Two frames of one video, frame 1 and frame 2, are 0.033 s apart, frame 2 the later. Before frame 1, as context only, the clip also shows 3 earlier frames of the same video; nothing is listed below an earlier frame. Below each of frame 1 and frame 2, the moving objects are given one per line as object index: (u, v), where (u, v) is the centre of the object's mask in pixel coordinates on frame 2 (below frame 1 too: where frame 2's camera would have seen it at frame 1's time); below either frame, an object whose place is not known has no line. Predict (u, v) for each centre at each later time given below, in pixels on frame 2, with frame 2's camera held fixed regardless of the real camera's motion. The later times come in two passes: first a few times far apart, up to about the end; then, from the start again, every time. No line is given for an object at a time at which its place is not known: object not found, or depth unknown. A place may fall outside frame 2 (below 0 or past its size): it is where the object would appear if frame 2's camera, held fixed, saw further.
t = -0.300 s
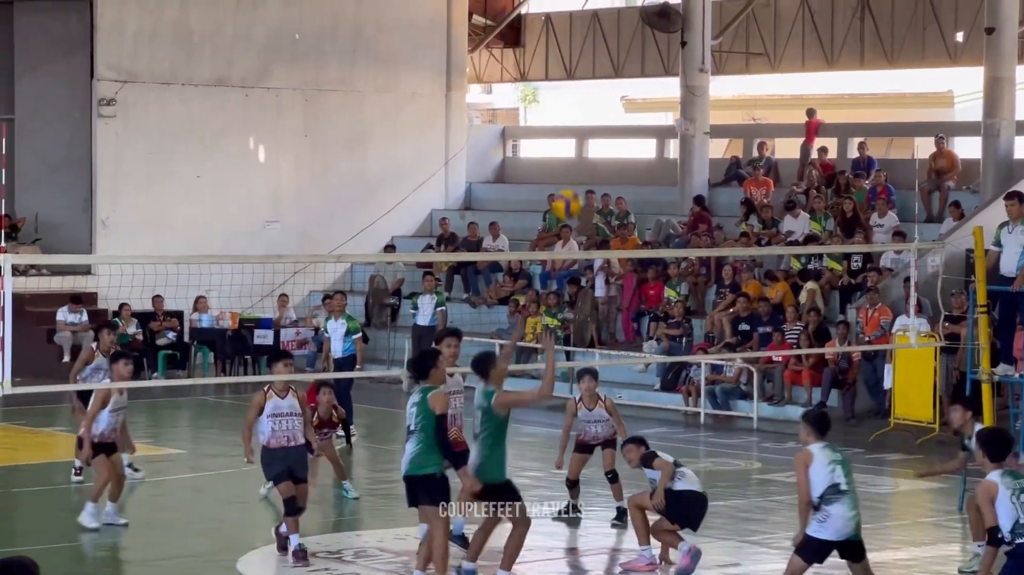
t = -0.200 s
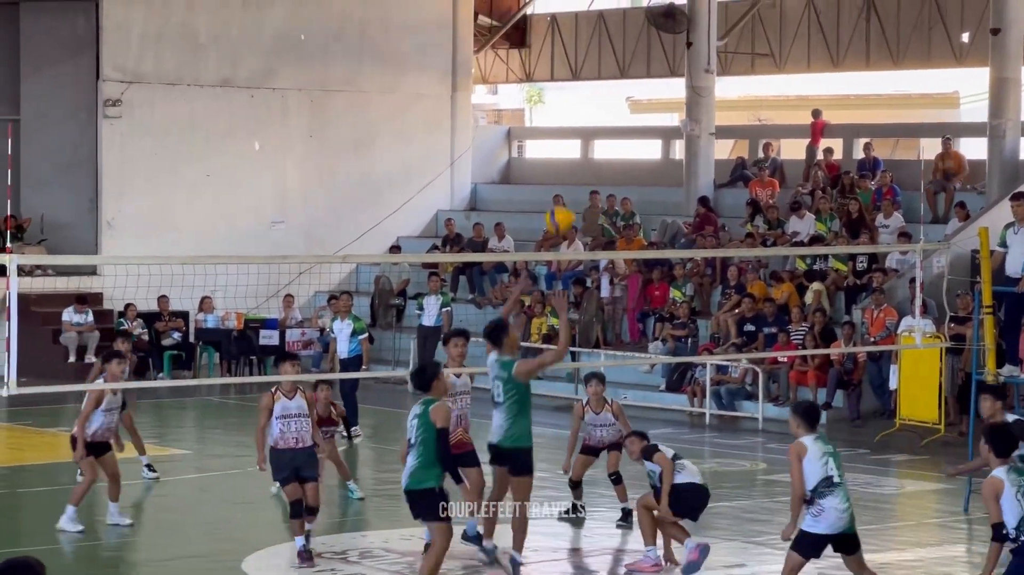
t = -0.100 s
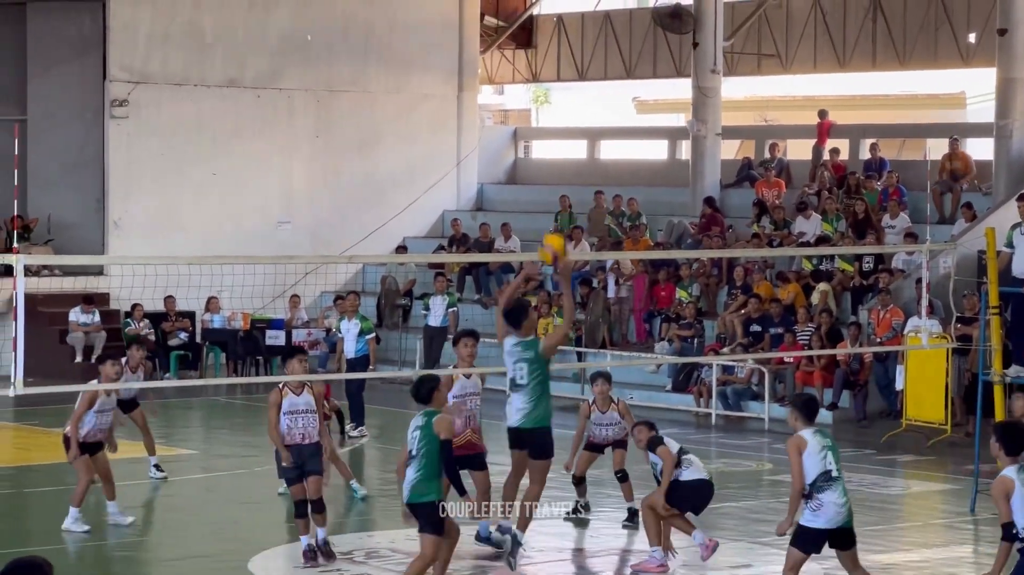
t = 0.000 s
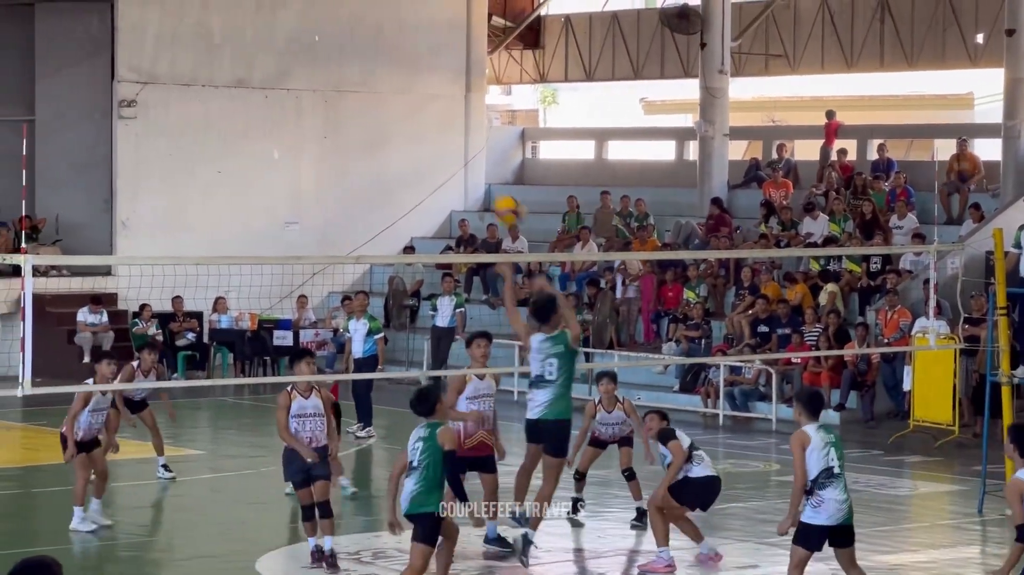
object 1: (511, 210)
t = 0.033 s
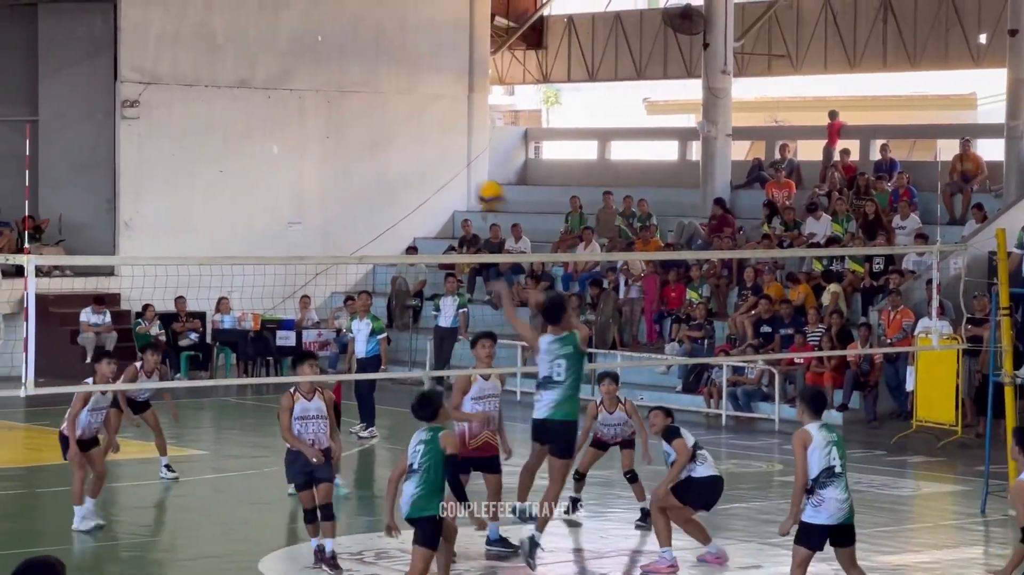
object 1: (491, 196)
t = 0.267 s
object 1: (355, 129)
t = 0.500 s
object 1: (235, 137)
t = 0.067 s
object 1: (469, 179)
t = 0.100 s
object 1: (449, 166)
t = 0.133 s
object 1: (429, 156)
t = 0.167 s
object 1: (411, 147)
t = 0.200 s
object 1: (391, 139)
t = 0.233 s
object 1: (373, 133)
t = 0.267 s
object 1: (355, 129)
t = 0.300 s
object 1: (337, 126)
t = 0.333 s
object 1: (319, 125)
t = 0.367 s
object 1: (302, 125)
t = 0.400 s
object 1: (285, 126)
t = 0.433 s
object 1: (268, 128)
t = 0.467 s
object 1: (251, 132)
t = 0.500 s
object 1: (235, 137)
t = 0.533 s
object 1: (219, 142)
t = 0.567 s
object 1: (204, 150)
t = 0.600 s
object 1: (188, 158)
